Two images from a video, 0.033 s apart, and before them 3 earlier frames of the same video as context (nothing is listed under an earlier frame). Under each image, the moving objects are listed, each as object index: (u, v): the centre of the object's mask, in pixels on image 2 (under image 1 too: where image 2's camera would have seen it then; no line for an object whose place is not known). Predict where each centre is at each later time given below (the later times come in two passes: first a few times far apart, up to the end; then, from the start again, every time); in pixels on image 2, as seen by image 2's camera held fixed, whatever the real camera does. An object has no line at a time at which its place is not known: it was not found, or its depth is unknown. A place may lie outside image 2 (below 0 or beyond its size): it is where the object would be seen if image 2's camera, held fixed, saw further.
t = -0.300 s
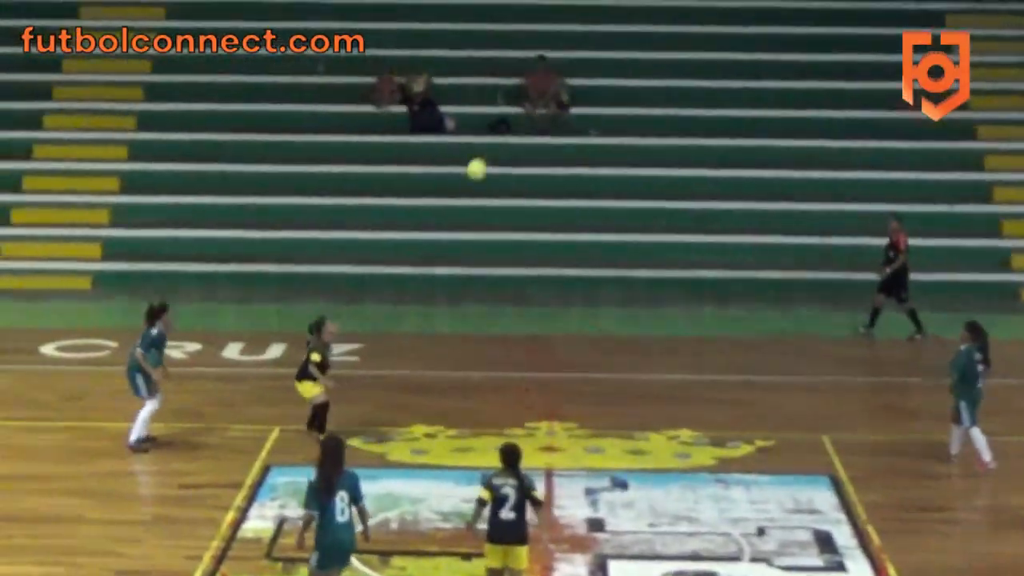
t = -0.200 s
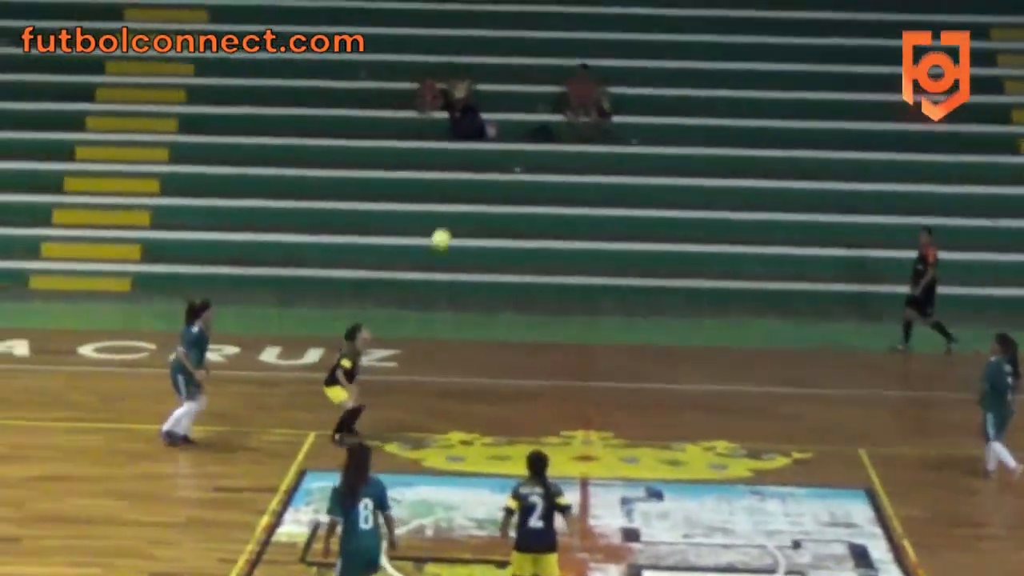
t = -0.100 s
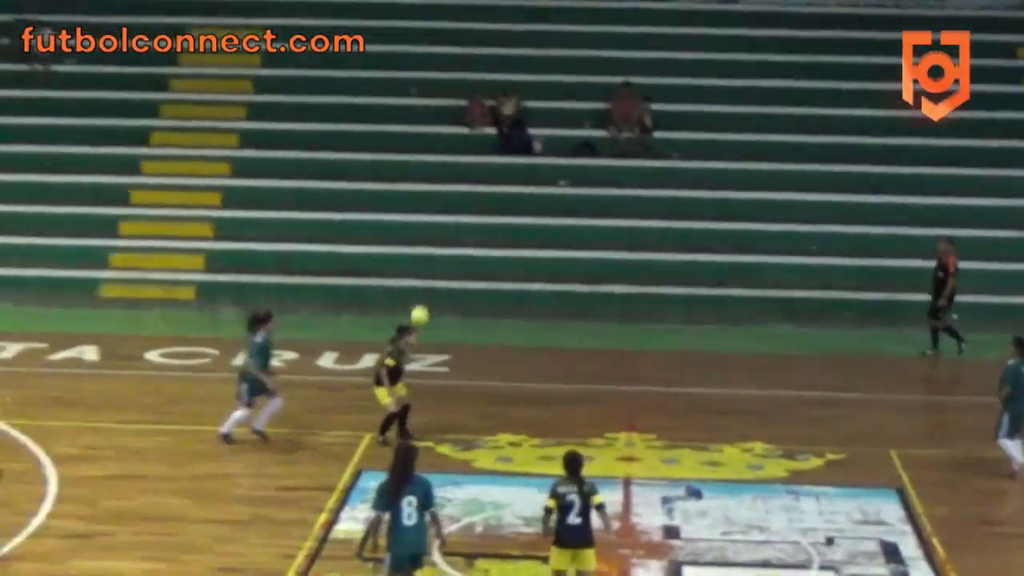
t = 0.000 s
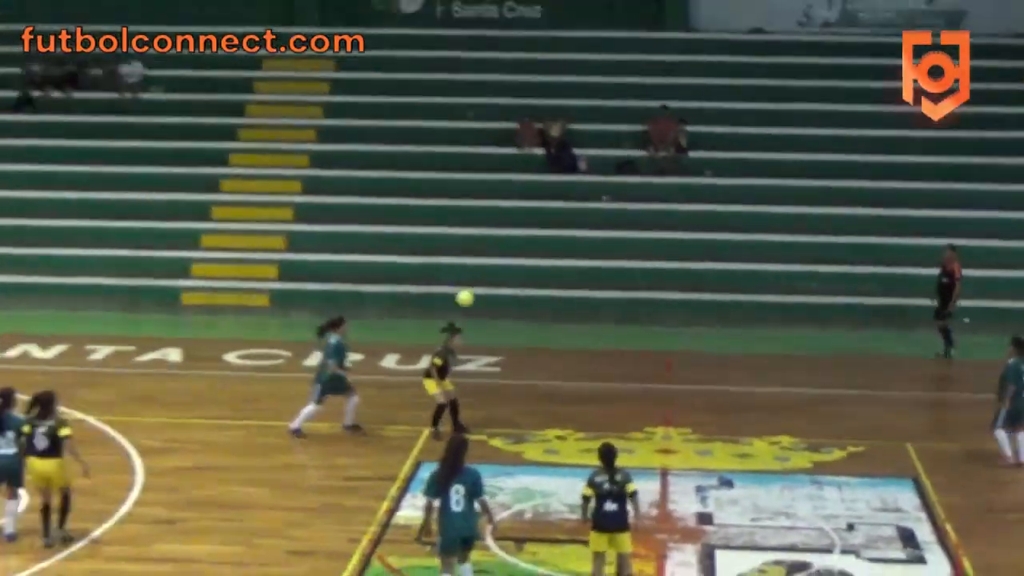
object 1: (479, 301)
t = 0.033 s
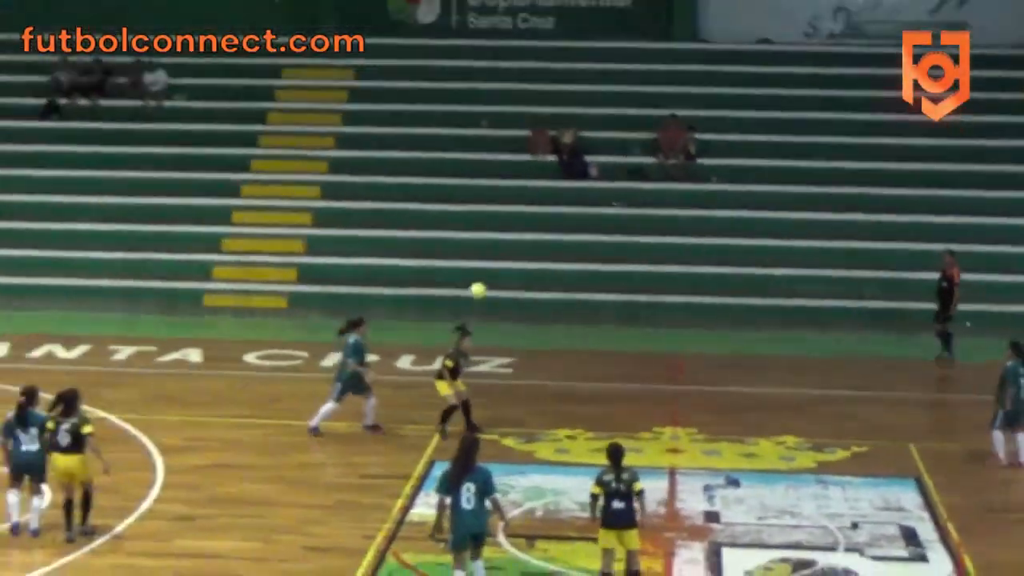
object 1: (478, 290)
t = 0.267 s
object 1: (473, 242)
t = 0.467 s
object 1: (469, 235)
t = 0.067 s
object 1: (477, 280)
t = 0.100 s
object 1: (477, 273)
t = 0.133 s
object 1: (476, 265)
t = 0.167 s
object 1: (476, 256)
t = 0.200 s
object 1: (475, 252)
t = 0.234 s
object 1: (474, 246)
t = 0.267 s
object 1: (473, 242)
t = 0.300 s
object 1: (473, 238)
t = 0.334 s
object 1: (472, 236)
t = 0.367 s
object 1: (472, 234)
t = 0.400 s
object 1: (471, 233)
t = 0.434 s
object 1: (470, 233)
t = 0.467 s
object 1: (469, 235)
